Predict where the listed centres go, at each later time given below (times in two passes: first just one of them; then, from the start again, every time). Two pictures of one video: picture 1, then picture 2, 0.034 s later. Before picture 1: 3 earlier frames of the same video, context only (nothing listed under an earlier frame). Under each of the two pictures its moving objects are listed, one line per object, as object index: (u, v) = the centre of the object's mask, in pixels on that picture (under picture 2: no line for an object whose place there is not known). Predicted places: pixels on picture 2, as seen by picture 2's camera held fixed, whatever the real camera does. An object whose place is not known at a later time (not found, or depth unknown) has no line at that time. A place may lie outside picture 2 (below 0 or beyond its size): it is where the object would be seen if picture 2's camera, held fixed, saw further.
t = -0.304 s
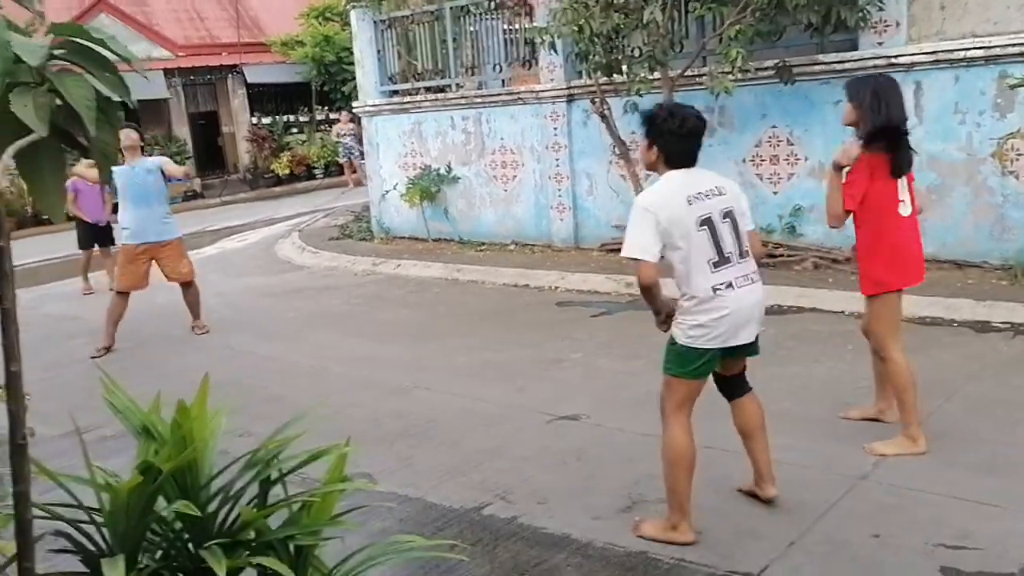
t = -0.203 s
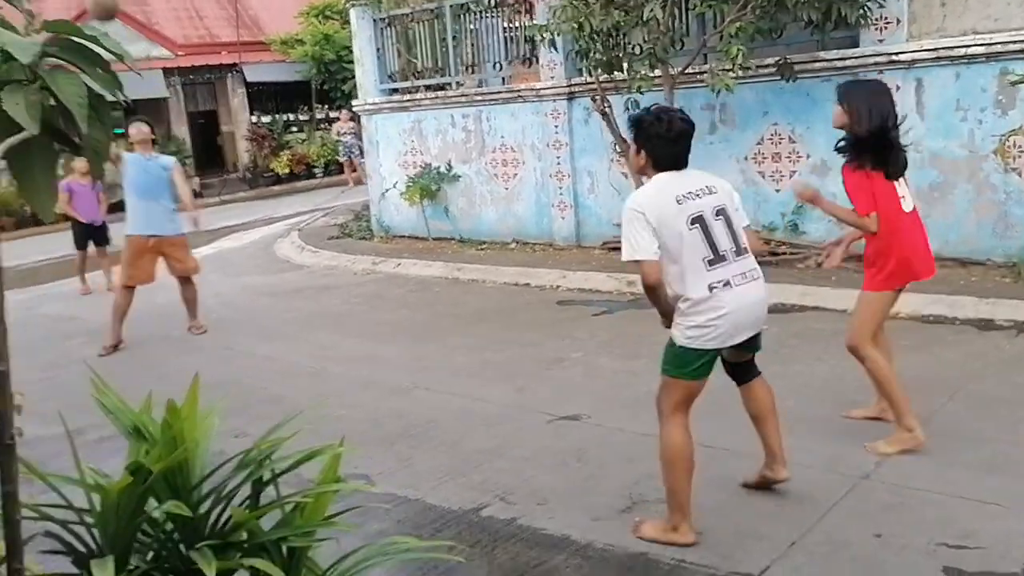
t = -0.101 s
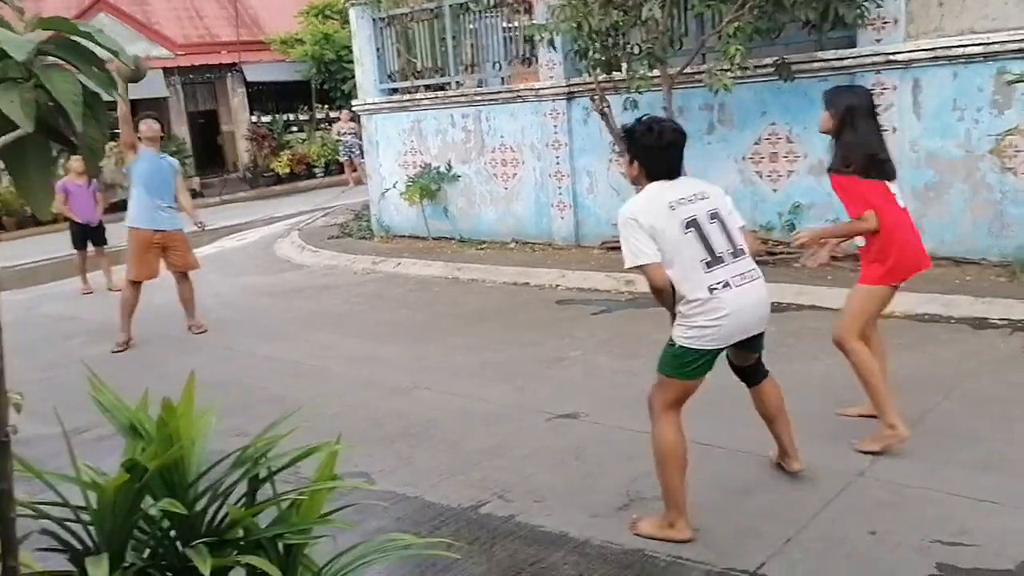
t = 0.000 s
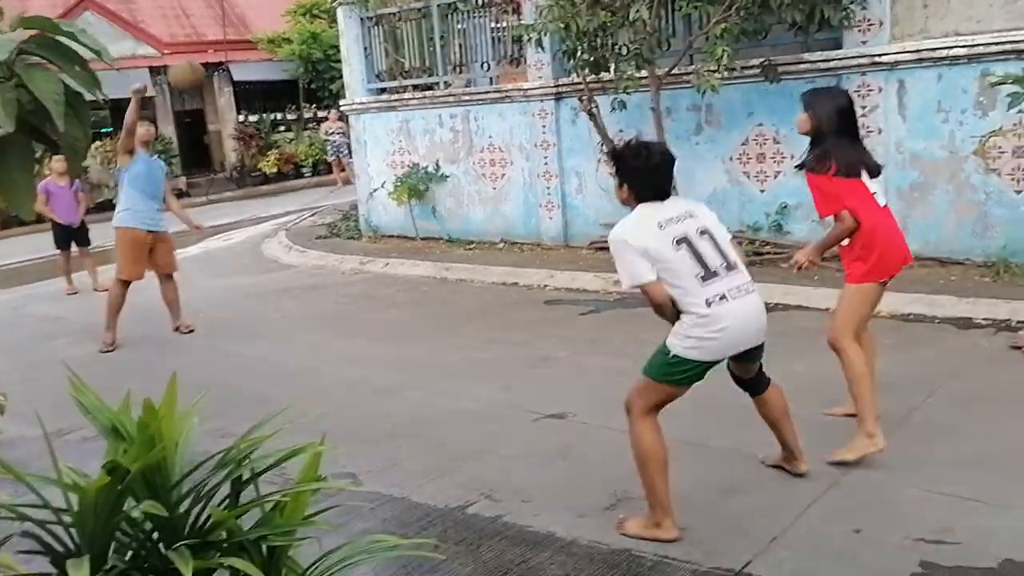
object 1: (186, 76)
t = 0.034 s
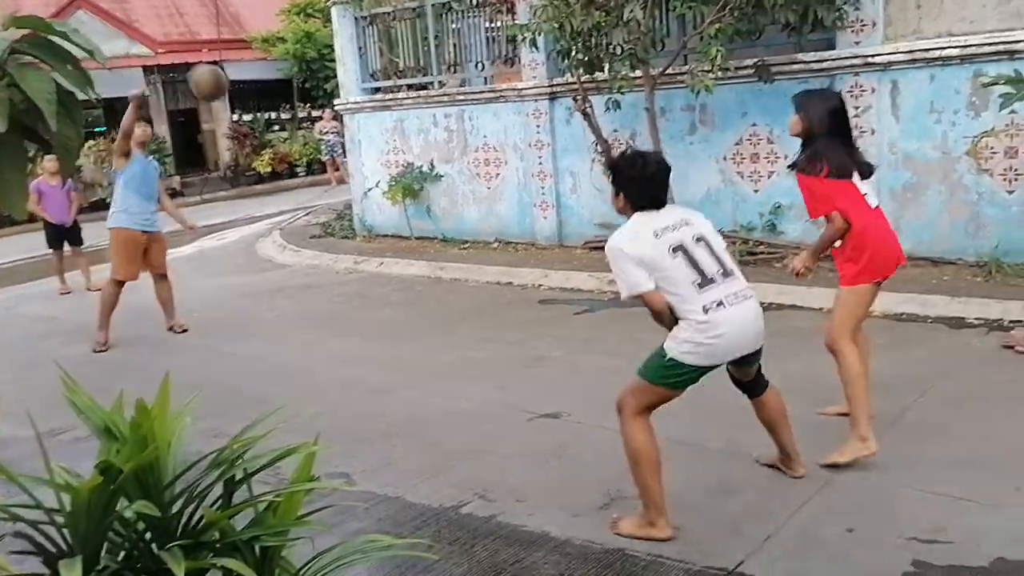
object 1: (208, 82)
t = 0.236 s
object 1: (464, 223)
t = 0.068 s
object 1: (241, 95)
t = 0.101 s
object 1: (275, 110)
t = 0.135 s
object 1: (313, 129)
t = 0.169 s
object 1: (360, 155)
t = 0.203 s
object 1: (408, 186)
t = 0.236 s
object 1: (464, 223)
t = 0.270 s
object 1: (528, 266)
